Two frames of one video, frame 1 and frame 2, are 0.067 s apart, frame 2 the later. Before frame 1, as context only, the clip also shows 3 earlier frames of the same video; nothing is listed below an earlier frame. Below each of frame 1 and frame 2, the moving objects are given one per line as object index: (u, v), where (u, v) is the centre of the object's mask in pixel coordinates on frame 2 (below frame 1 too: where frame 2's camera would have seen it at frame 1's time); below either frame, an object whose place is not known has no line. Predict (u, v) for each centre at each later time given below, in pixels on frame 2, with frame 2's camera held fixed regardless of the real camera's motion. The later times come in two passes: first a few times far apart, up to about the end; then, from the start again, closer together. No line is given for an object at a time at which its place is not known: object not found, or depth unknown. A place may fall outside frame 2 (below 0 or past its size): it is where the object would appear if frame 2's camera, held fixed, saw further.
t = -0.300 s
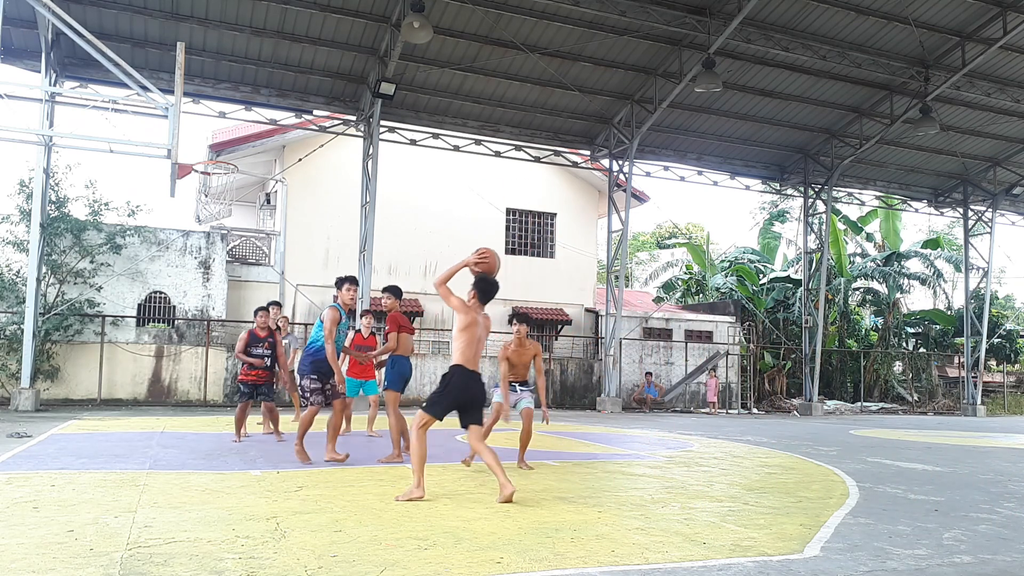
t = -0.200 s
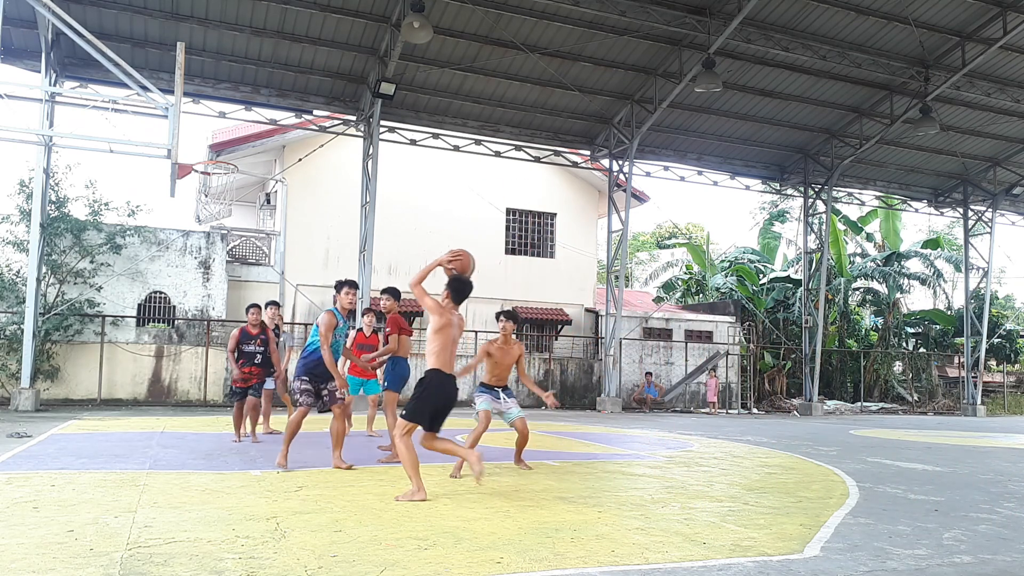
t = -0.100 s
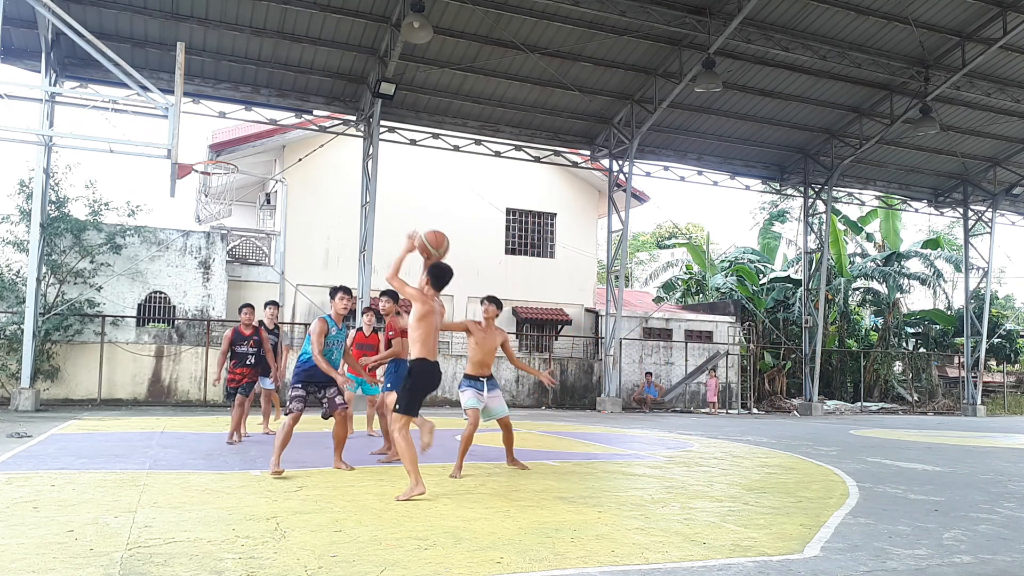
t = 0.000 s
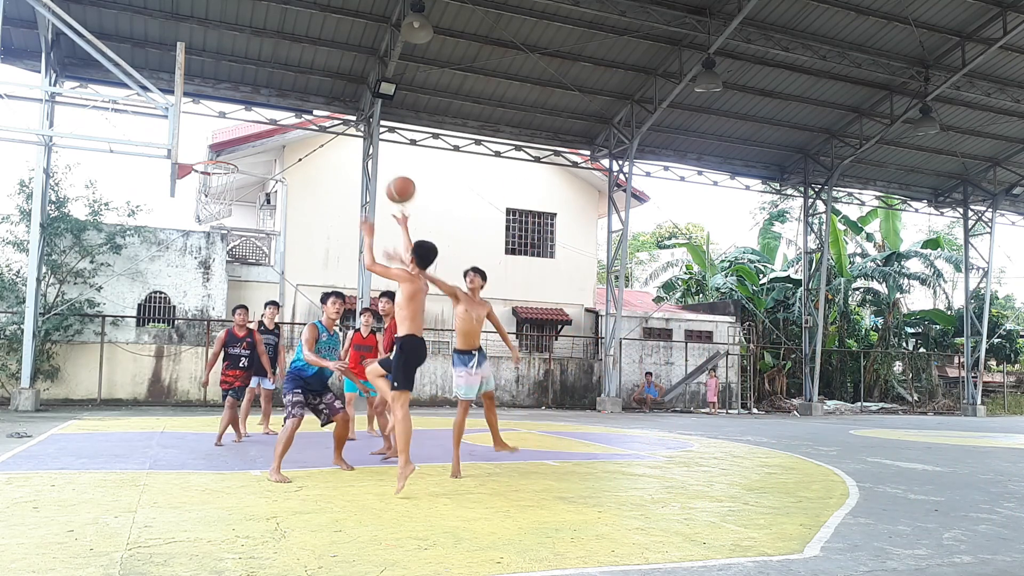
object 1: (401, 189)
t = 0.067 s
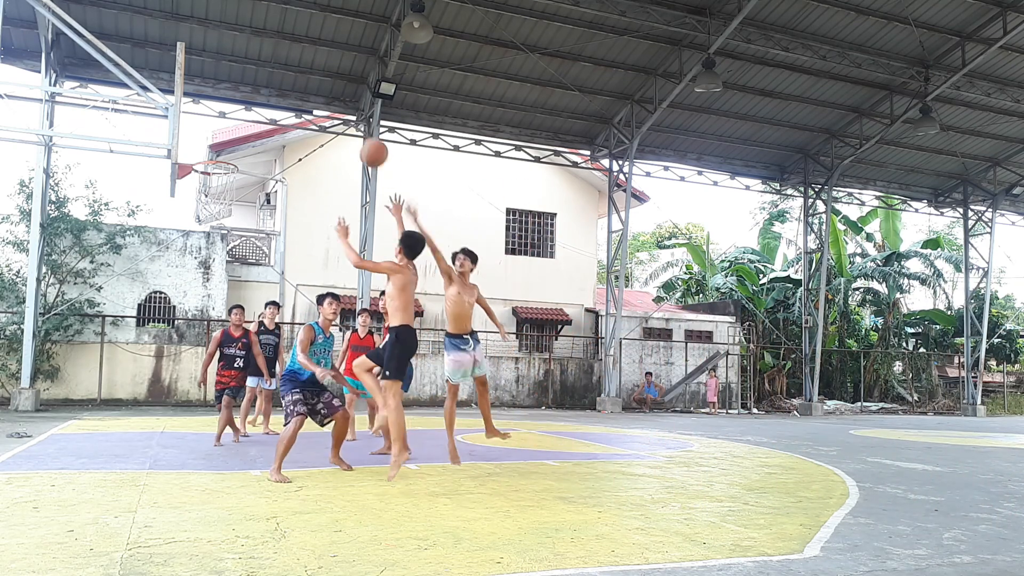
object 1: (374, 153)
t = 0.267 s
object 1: (301, 88)
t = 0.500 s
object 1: (231, 75)
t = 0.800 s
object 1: (221, 129)
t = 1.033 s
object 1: (248, 157)
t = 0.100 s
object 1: (360, 138)
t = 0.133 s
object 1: (348, 124)
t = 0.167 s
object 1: (336, 113)
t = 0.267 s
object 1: (301, 88)
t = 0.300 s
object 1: (291, 82)
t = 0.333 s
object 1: (281, 78)
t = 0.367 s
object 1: (270, 75)
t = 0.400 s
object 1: (260, 74)
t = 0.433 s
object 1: (251, 73)
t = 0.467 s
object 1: (241, 74)
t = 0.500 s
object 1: (231, 75)
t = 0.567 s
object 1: (213, 81)
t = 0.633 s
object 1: (196, 91)
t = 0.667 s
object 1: (197, 96)
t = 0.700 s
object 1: (203, 102)
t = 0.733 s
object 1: (210, 111)
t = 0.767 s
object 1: (215, 119)
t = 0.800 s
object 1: (221, 129)
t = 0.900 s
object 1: (237, 159)
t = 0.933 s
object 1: (239, 159)
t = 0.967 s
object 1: (242, 157)
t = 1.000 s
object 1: (245, 157)
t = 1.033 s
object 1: (248, 157)
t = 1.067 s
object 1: (251, 157)
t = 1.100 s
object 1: (253, 159)
